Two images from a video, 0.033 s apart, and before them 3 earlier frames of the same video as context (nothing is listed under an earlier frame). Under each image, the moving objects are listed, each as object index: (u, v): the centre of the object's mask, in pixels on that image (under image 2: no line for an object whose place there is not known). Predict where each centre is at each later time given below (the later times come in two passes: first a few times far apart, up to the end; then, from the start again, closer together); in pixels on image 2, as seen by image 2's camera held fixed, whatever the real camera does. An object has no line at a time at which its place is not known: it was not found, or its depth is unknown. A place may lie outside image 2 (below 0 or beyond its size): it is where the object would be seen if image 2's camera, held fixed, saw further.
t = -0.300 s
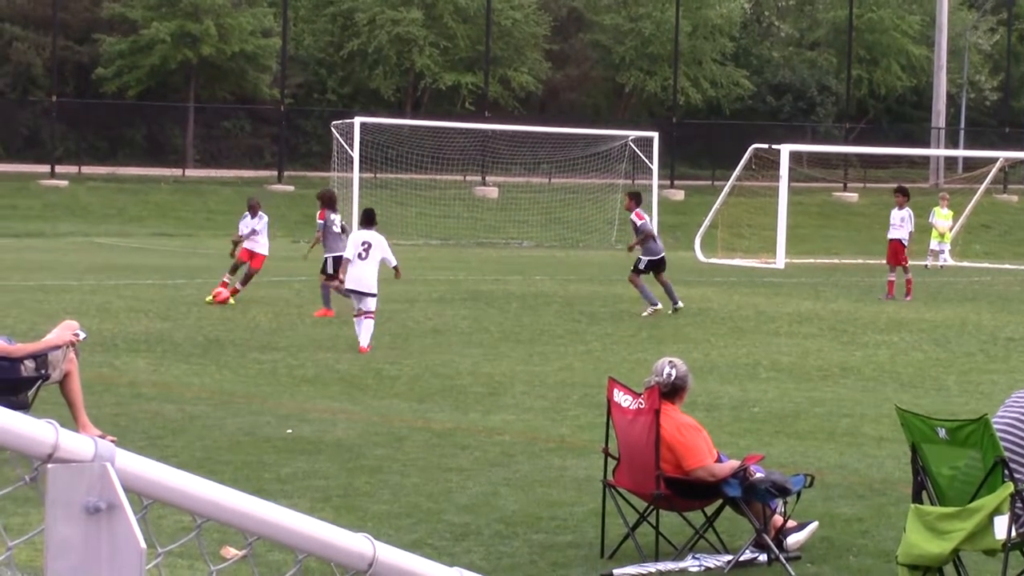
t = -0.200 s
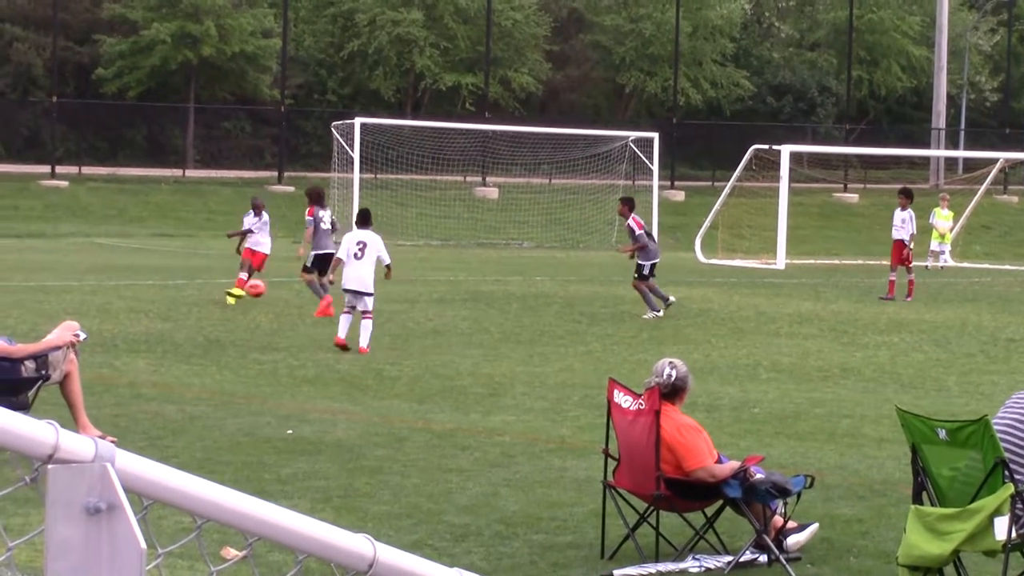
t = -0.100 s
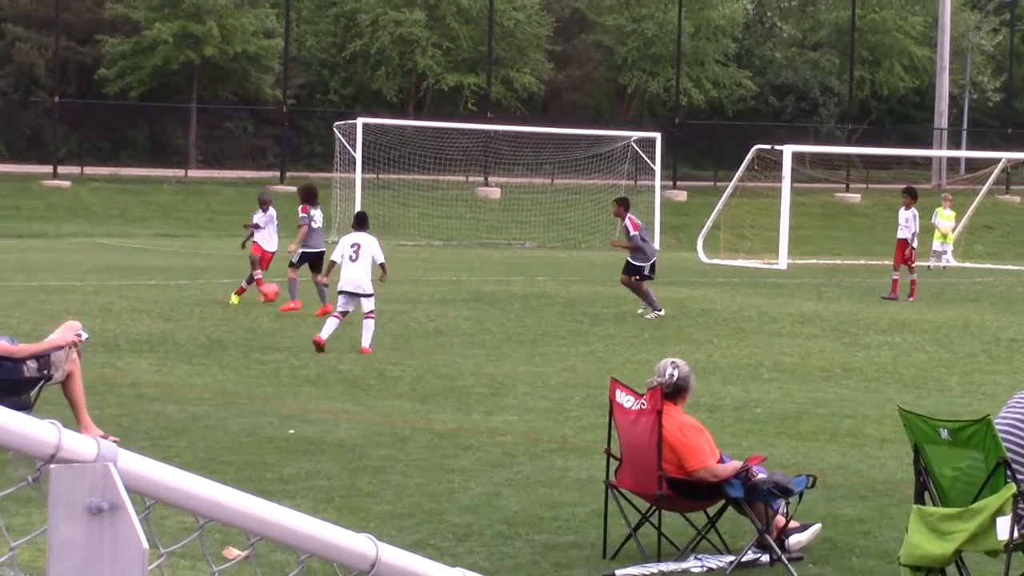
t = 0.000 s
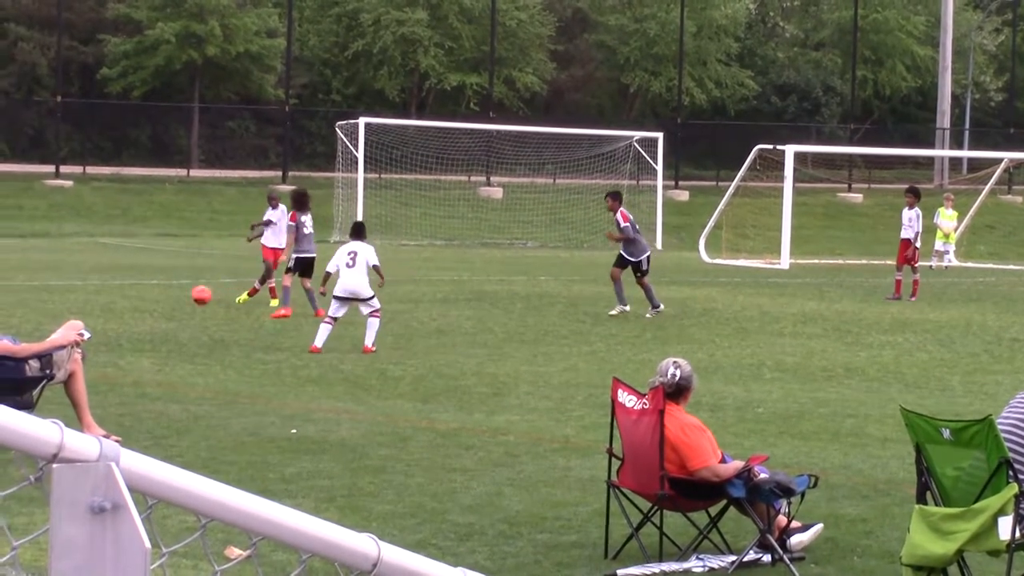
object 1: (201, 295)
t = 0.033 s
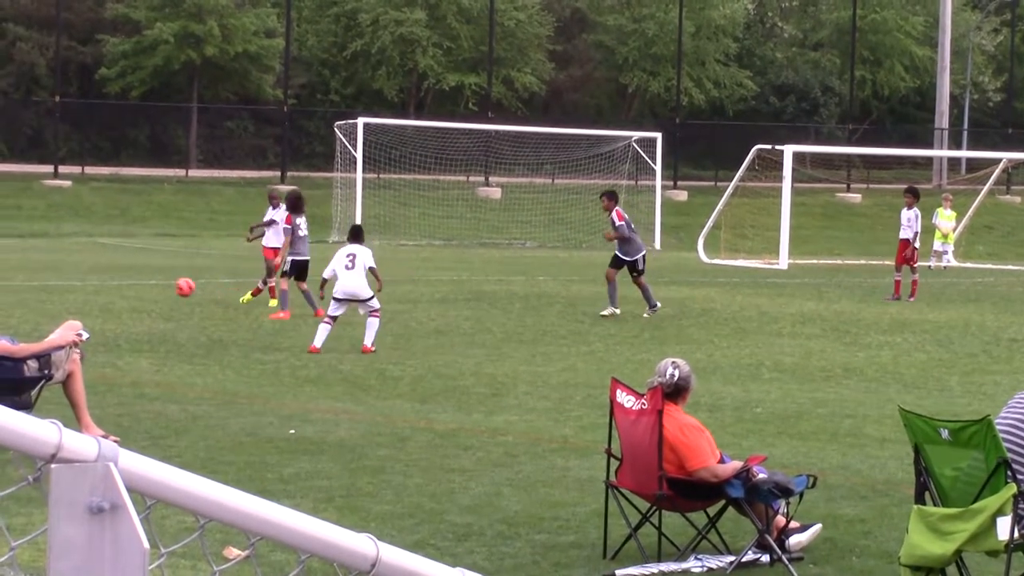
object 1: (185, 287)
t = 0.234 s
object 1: (93, 259)
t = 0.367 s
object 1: (32, 262)
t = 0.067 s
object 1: (170, 280)
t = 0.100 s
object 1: (154, 274)
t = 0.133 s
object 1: (139, 270)
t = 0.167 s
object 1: (123, 266)
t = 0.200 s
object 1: (108, 262)
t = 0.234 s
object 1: (93, 259)
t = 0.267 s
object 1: (78, 259)
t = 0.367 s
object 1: (32, 262)
